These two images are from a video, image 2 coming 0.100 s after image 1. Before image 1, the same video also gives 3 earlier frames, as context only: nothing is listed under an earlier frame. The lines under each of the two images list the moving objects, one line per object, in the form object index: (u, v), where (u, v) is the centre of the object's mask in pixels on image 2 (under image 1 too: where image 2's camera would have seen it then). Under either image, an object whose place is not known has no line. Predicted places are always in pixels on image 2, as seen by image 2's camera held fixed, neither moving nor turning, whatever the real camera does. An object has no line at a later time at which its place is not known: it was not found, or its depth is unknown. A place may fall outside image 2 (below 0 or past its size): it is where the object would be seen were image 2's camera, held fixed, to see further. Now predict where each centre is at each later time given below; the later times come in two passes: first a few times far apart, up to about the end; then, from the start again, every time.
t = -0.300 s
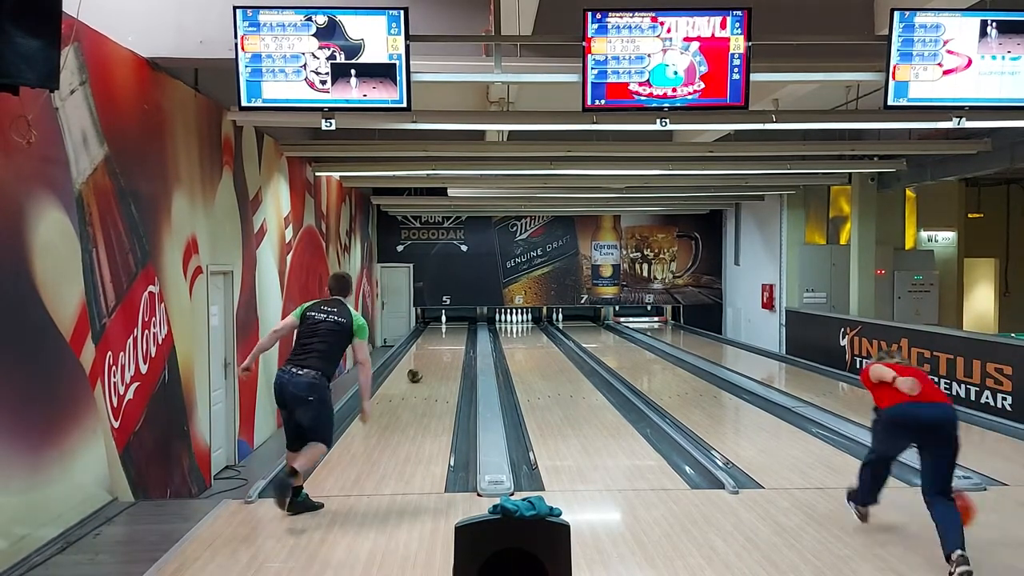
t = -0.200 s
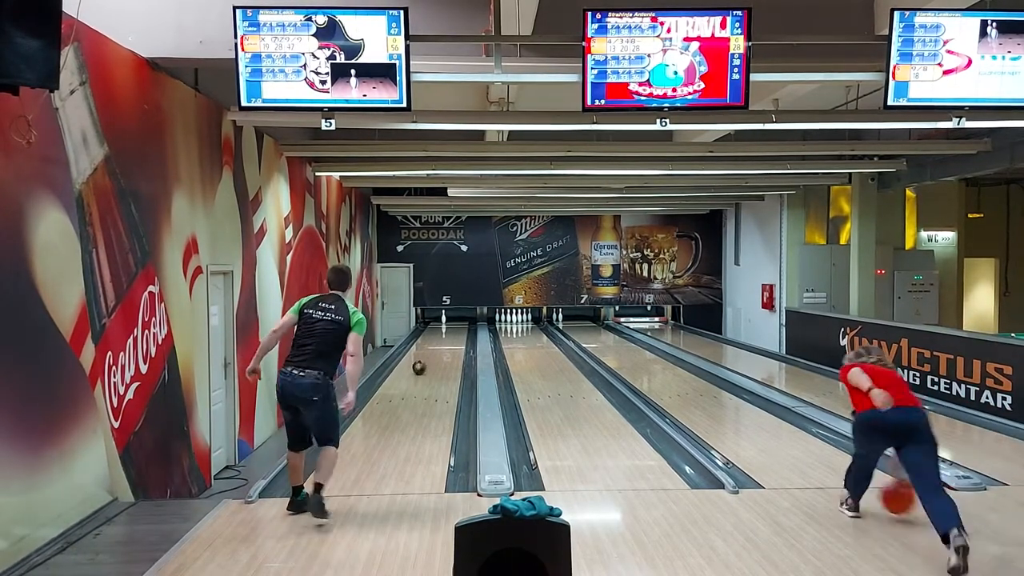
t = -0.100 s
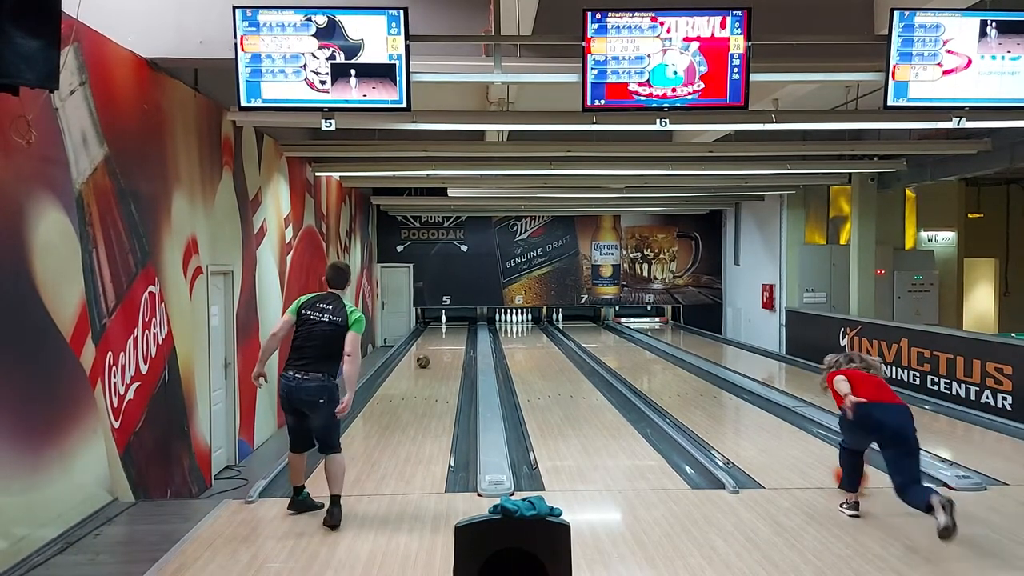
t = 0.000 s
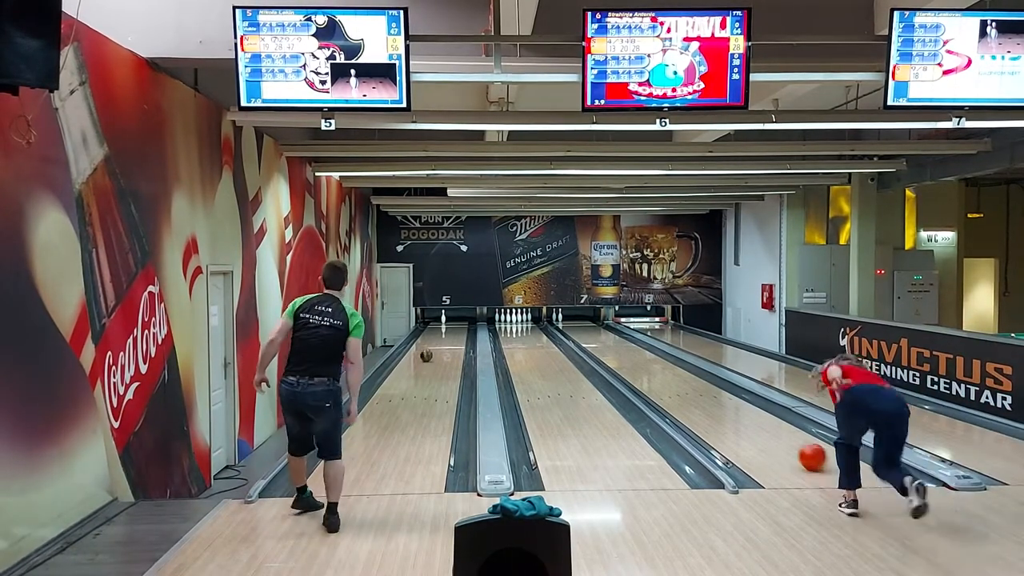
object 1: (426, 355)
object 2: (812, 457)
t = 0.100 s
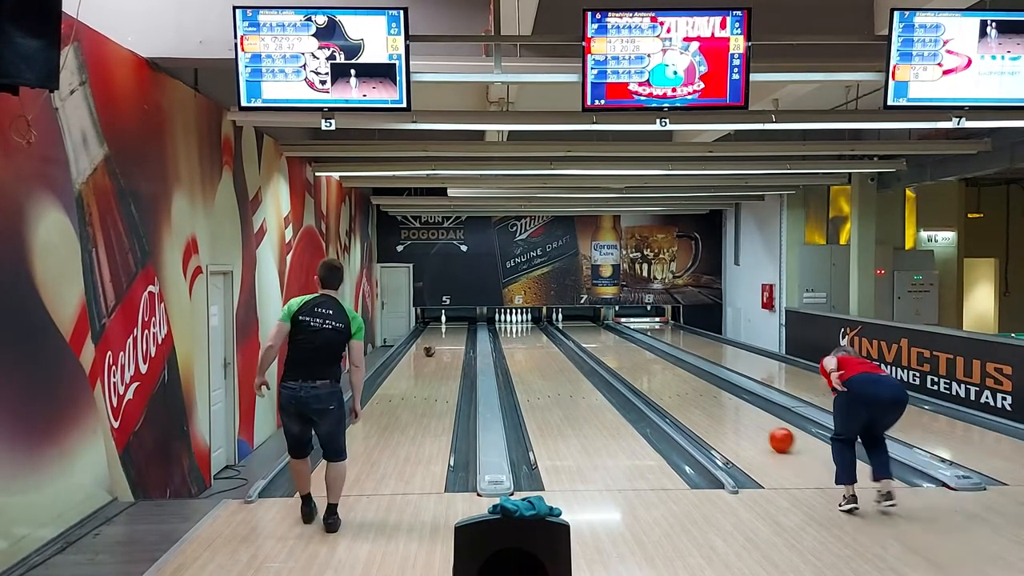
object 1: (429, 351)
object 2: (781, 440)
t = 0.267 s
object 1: (433, 344)
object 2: (740, 417)
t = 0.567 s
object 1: (438, 333)
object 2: (689, 390)
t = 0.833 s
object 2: (658, 372)
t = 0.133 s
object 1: (430, 349)
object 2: (772, 435)
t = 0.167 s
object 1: (431, 347)
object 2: (764, 430)
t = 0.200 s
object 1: (432, 346)
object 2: (755, 425)
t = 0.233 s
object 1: (432, 345)
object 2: (748, 421)
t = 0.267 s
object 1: (433, 344)
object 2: (740, 417)
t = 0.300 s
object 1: (434, 342)
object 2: (734, 414)
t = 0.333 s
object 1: (434, 342)
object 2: (727, 410)
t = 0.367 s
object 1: (435, 339)
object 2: (721, 407)
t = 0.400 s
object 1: (436, 339)
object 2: (715, 403)
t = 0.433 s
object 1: (436, 338)
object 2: (709, 400)
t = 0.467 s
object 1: (437, 336)
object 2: (704, 397)
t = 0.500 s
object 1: (438, 335)
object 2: (699, 394)
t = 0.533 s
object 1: (438, 335)
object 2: (694, 392)
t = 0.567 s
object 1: (438, 333)
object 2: (689, 390)
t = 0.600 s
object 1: (439, 332)
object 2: (685, 387)
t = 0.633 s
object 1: (439, 332)
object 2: (681, 385)
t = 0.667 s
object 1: (440, 331)
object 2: (676, 382)
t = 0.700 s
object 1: (440, 330)
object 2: (672, 380)
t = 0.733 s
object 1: (441, 329)
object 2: (668, 378)
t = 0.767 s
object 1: (442, 328)
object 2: (665, 376)
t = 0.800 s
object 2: (661, 373)
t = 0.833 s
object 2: (658, 372)
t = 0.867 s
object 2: (654, 369)
